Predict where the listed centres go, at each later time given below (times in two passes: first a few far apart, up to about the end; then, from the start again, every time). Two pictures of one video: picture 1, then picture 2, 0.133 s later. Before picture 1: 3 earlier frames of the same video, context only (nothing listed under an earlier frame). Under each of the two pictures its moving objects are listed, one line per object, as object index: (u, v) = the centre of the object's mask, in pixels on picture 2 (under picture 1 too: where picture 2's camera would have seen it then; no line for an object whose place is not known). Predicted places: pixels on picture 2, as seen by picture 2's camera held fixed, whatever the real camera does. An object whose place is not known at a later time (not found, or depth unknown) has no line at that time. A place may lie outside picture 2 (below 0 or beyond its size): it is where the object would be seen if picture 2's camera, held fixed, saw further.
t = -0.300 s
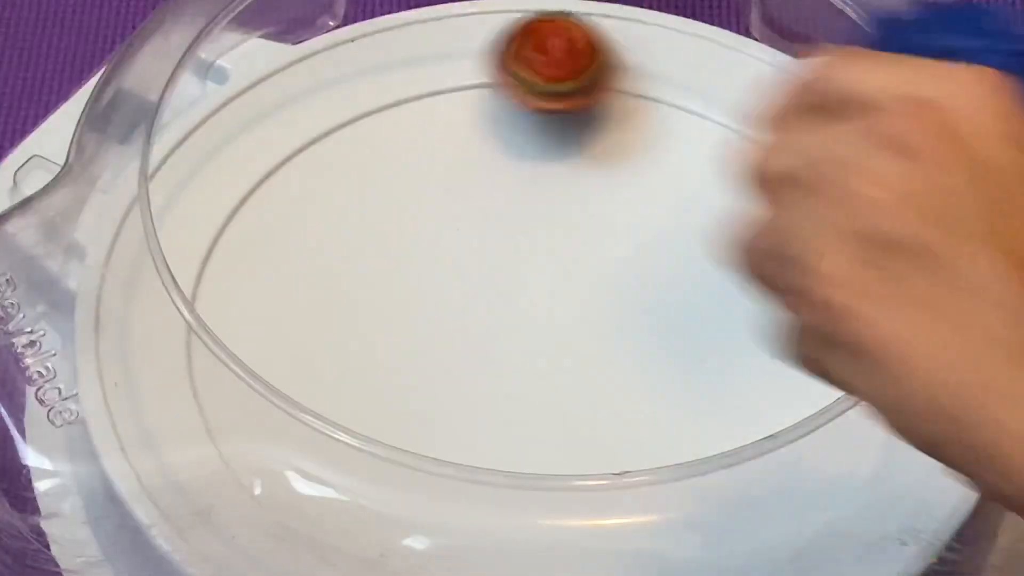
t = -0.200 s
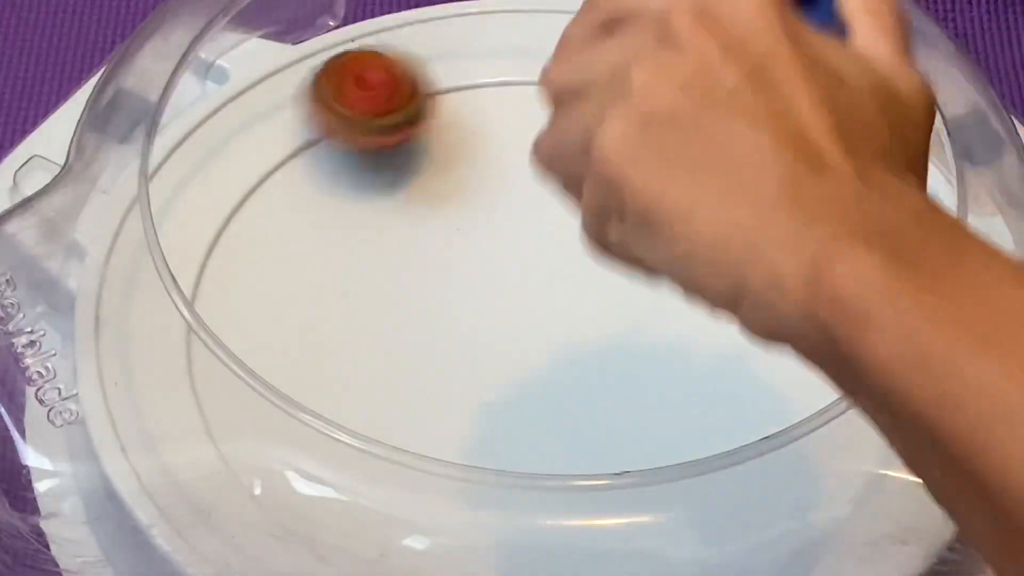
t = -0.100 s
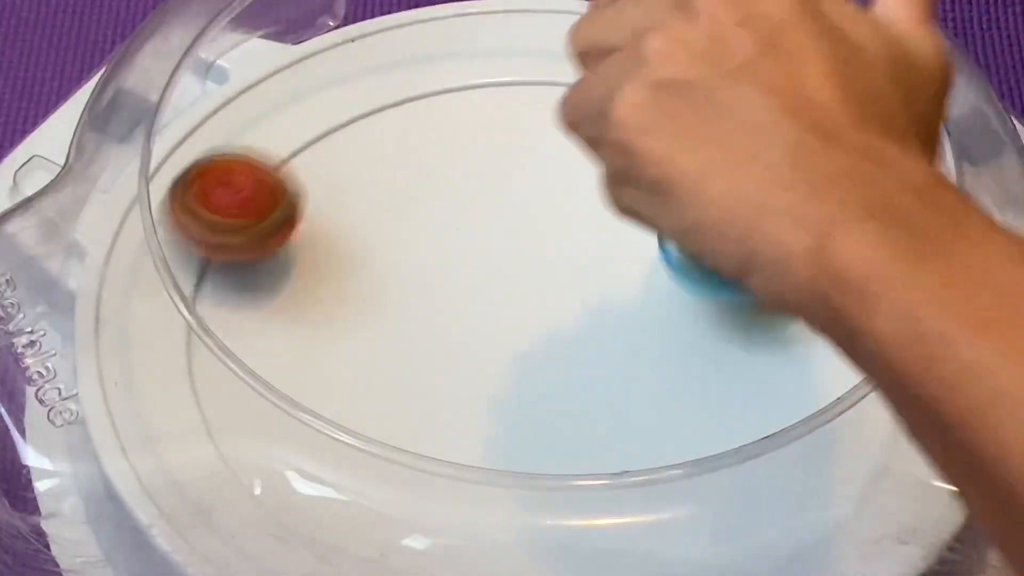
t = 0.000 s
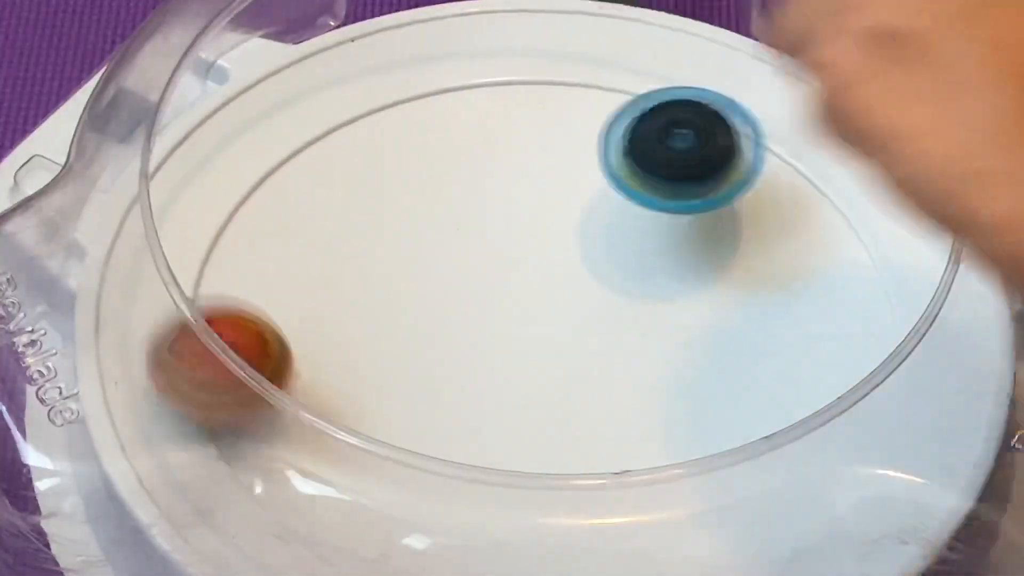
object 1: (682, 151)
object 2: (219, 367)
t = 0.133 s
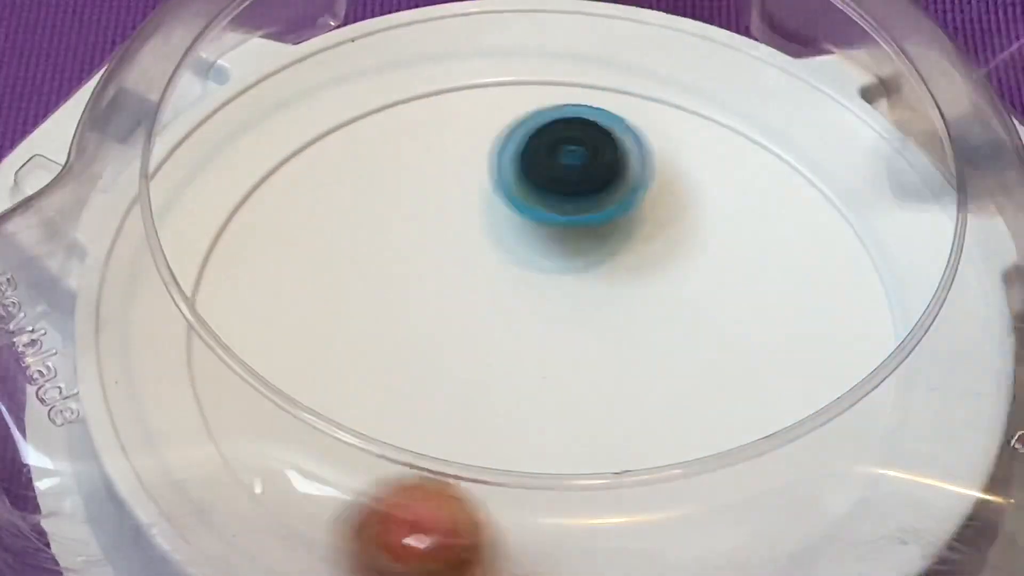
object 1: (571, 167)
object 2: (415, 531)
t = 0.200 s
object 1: (514, 184)
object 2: (567, 541)
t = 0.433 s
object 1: (420, 341)
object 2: (871, 299)
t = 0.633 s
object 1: (548, 451)
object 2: (676, 98)
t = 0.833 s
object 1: (713, 406)
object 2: (345, 152)
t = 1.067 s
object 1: (718, 278)
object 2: (336, 455)
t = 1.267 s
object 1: (560, 236)
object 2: (694, 502)
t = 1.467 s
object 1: (419, 302)
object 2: (800, 281)
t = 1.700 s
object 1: (434, 413)
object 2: (576, 151)
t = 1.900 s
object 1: (559, 456)
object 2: (389, 216)
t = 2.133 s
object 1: (650, 367)
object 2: (390, 396)
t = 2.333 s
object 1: (592, 270)
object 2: (603, 465)
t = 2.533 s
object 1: (471, 236)
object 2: (750, 339)
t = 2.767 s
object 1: (377, 285)
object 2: (614, 173)
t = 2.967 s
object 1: (408, 355)
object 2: (406, 197)
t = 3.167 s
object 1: (514, 387)
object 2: (348, 363)
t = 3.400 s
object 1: (636, 331)
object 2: (603, 470)
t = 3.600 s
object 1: (646, 253)
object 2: (761, 337)
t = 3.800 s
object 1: (538, 195)
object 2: (731, 206)
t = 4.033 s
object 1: (400, 253)
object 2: (525, 182)
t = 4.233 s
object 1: (373, 378)
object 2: (494, 307)
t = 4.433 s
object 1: (475, 466)
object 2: (653, 384)
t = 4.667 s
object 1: (599, 424)
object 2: (718, 269)
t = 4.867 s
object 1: (608, 382)
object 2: (530, 253)
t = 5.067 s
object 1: (645, 419)
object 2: (355, 216)
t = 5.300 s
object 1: (659, 381)
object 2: (386, 386)
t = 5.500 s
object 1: (647, 320)
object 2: (520, 415)
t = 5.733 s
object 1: (581, 229)
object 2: (572, 369)
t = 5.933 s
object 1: (487, 198)
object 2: (565, 324)
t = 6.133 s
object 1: (418, 217)
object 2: (534, 303)
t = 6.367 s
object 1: (365, 257)
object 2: (545, 327)
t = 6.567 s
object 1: (379, 311)
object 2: (570, 333)
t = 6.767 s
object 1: (410, 348)
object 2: (612, 310)
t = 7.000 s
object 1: (491, 372)
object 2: (637, 281)
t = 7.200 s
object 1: (547, 369)
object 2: (623, 260)
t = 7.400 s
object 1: (559, 374)
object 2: (594, 251)
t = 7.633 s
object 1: (569, 401)
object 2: (557, 261)
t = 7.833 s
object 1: (575, 409)
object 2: (534, 294)
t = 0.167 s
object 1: (542, 172)
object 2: (491, 541)
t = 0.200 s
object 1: (514, 184)
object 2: (567, 541)
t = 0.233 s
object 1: (487, 200)
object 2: (643, 535)
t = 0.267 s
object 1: (464, 218)
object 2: (713, 525)
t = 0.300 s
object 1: (445, 239)
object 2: (777, 504)
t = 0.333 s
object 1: (430, 264)
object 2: (822, 456)
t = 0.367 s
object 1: (421, 288)
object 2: (857, 408)
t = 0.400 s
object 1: (417, 314)
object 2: (876, 355)
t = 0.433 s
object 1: (420, 341)
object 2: (871, 299)
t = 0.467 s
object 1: (430, 367)
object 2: (872, 256)
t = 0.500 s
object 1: (445, 390)
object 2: (850, 212)
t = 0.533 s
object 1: (467, 406)
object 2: (817, 171)
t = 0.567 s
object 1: (492, 419)
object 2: (777, 141)
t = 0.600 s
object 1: (518, 428)
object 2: (731, 115)
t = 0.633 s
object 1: (548, 451)
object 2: (676, 98)
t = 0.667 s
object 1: (578, 453)
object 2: (617, 88)
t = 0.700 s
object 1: (611, 454)
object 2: (560, 86)
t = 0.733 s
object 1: (644, 450)
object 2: (501, 91)
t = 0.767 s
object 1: (673, 442)
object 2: (442, 102)
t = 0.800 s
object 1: (699, 429)
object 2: (392, 123)
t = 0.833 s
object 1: (713, 406)
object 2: (345, 152)
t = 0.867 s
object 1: (733, 391)
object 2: (305, 188)
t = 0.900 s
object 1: (747, 376)
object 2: (277, 229)
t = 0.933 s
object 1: (755, 357)
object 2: (263, 272)
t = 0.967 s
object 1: (754, 337)
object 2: (268, 315)
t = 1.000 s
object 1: (747, 315)
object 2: (276, 362)
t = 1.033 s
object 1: (735, 295)
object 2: (299, 403)
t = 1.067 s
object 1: (718, 278)
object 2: (336, 455)
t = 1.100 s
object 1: (696, 263)
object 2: (384, 500)
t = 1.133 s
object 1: (673, 252)
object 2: (442, 520)
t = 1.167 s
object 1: (646, 243)
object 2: (506, 529)
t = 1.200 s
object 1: (619, 238)
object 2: (574, 522)
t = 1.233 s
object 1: (588, 235)
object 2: (637, 517)
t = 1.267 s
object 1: (560, 236)
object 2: (694, 502)
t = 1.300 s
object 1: (530, 240)
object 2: (742, 470)
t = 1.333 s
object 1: (503, 247)
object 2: (777, 432)
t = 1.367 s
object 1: (477, 258)
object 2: (798, 394)
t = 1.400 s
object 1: (455, 271)
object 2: (808, 353)
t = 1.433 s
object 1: (434, 285)
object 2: (811, 318)
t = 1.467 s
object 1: (419, 302)
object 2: (800, 281)
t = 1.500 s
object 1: (407, 319)
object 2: (782, 250)
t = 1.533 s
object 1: (400, 338)
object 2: (757, 223)
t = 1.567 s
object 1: (397, 356)
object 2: (725, 198)
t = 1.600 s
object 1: (398, 376)
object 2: (690, 179)
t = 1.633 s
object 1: (407, 391)
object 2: (654, 165)
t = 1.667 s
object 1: (420, 403)
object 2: (617, 156)
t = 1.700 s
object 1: (434, 413)
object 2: (576, 151)
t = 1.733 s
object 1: (446, 440)
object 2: (538, 151)
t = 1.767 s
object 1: (465, 450)
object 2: (502, 157)
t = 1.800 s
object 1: (488, 456)
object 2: (470, 166)
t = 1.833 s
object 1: (511, 460)
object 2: (440, 180)
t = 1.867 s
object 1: (535, 458)
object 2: (413, 197)
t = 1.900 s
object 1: (559, 456)
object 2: (389, 216)
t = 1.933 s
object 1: (582, 449)
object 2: (370, 239)
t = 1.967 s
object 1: (598, 429)
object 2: (357, 265)
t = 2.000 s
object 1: (615, 422)
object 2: (349, 292)
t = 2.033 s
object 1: (630, 413)
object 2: (348, 320)
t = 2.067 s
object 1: (640, 402)
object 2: (354, 349)
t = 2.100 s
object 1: (647, 384)
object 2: (367, 375)
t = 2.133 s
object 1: (650, 367)
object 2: (390, 396)
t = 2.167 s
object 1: (649, 350)
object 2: (420, 413)
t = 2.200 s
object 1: (644, 333)
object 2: (448, 441)
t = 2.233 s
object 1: (635, 315)
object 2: (484, 456)
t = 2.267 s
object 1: (624, 299)
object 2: (523, 464)
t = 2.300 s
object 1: (609, 284)
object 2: (563, 469)
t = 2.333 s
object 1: (592, 270)
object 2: (603, 465)
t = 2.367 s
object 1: (574, 259)
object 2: (641, 452)
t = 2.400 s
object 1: (555, 250)
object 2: (671, 425)
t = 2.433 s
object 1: (534, 243)
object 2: (701, 411)
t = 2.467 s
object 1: (512, 238)
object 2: (727, 392)
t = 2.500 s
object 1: (491, 236)
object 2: (742, 367)
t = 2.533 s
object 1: (471, 236)
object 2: (750, 339)
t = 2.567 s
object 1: (451, 238)
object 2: (750, 311)
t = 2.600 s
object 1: (434, 242)
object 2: (742, 281)
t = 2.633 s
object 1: (419, 248)
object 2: (727, 253)
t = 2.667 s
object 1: (405, 255)
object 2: (706, 227)
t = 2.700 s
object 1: (393, 264)
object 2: (680, 206)
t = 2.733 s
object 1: (383, 274)
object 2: (648, 187)
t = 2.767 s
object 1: (377, 285)
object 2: (614, 173)
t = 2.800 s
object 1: (375, 297)
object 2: (576, 164)
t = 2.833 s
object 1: (375, 309)
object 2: (540, 160)
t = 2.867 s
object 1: (379, 322)
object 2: (502, 161)
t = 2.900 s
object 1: (385, 334)
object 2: (467, 168)
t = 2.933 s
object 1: (395, 345)
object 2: (435, 180)
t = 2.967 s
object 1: (408, 355)
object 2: (406, 197)
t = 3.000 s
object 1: (422, 364)
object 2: (380, 217)
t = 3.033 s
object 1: (437, 372)
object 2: (360, 241)
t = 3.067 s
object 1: (453, 377)
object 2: (346, 269)
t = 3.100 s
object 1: (470, 381)
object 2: (339, 300)
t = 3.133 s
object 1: (489, 384)
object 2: (341, 332)
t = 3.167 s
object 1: (514, 387)
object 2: (348, 363)
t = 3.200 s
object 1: (537, 385)
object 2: (370, 387)
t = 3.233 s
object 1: (558, 381)
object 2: (400, 409)
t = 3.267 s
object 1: (578, 374)
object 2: (430, 441)
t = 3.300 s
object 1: (596, 365)
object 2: (469, 459)
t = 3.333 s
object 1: (612, 355)
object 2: (513, 470)
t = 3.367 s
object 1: (625, 343)
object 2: (558, 472)
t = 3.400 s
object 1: (636, 331)
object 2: (603, 470)
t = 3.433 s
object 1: (644, 317)
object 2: (644, 458)
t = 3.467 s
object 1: (650, 303)
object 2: (681, 439)
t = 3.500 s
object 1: (653, 290)
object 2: (708, 411)
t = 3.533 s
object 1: (653, 277)
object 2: (735, 391)
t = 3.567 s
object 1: (651, 265)
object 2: (753, 366)
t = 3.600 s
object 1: (646, 253)
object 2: (761, 337)
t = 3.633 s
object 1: (639, 243)
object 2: (760, 305)
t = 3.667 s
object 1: (625, 231)
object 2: (759, 280)
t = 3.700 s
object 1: (611, 220)
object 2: (753, 253)
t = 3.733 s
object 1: (582, 206)
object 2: (754, 235)
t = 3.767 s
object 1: (558, 197)
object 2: (745, 219)
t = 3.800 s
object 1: (538, 195)
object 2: (731, 206)
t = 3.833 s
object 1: (518, 195)
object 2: (709, 195)
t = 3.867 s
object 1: (500, 198)
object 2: (682, 186)
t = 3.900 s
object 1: (481, 203)
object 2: (648, 179)
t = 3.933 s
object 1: (466, 210)
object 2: (610, 173)
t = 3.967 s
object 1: (440, 221)
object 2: (578, 170)
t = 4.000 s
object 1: (416, 237)
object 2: (552, 172)
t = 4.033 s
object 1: (400, 253)
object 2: (525, 182)
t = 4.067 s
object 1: (389, 273)
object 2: (500, 199)
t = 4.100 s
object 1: (374, 295)
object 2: (487, 217)
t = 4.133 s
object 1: (368, 316)
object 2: (479, 240)
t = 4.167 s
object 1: (367, 337)
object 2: (478, 264)
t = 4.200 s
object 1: (365, 361)
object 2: (483, 287)
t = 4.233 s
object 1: (373, 378)
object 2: (494, 307)
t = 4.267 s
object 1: (386, 392)
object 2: (510, 330)
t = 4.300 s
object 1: (395, 416)
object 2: (531, 349)
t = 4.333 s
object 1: (411, 435)
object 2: (559, 365)
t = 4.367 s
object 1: (430, 450)
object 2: (589, 377)
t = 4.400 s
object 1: (452, 461)
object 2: (621, 384)
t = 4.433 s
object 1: (475, 466)
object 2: (653, 384)
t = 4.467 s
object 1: (499, 471)
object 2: (683, 377)
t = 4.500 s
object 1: (520, 471)
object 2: (709, 366)
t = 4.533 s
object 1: (542, 471)
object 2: (728, 349)
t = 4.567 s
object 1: (563, 458)
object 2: (740, 331)
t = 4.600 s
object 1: (580, 454)
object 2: (742, 309)
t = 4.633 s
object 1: (593, 444)
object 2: (734, 287)
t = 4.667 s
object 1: (599, 424)
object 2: (718, 269)
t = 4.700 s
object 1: (606, 418)
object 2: (694, 255)
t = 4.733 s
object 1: (610, 410)
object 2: (665, 246)
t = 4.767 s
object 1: (612, 401)
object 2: (634, 243)
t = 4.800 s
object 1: (610, 387)
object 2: (600, 245)
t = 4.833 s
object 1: (607, 374)
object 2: (565, 254)
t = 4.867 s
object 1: (608, 382)
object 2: (530, 253)
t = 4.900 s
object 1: (614, 407)
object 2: (489, 229)
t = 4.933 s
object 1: (617, 418)
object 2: (454, 210)
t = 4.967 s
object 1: (621, 422)
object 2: (422, 200)
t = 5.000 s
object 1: (628, 423)
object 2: (396, 197)
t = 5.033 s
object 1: (637, 422)
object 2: (373, 203)
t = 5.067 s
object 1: (645, 419)
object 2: (355, 216)
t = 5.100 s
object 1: (653, 416)
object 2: (342, 235)
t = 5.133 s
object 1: (658, 412)
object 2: (334, 257)
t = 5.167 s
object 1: (662, 407)
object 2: (331, 284)
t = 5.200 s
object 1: (664, 403)
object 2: (333, 312)
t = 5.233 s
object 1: (665, 397)
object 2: (341, 338)
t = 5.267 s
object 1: (663, 389)
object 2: (359, 366)
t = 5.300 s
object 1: (659, 381)
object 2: (386, 386)
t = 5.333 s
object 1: (654, 374)
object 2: (416, 401)
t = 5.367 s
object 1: (648, 366)
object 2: (446, 410)
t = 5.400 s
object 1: (641, 359)
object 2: (477, 415)
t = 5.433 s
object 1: (634, 351)
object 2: (507, 416)
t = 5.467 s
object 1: (643, 336)
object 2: (513, 417)
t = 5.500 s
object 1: (647, 320)
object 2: (520, 415)
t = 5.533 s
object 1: (642, 307)
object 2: (531, 412)
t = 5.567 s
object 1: (633, 296)
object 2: (547, 402)
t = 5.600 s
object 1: (624, 286)
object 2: (561, 390)
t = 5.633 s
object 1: (618, 268)
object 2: (565, 385)
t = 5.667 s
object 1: (609, 251)
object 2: (568, 381)
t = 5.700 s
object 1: (595, 240)
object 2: (570, 375)
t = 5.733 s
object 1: (581, 229)
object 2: (572, 369)
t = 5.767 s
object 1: (566, 219)
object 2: (574, 362)
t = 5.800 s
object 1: (550, 211)
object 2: (574, 354)
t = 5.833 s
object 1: (535, 206)
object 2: (573, 346)
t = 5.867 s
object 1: (519, 201)
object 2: (571, 338)
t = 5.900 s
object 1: (503, 199)
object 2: (569, 331)
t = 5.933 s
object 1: (487, 198)
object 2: (565, 324)
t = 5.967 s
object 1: (474, 199)
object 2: (560, 318)
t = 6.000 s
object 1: (460, 200)
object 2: (554, 313)
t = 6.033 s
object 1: (448, 204)
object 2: (549, 309)
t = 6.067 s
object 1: (438, 209)
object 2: (543, 305)
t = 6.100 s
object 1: (429, 214)
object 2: (536, 302)
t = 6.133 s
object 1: (418, 217)
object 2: (534, 303)
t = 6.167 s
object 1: (410, 222)
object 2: (532, 304)
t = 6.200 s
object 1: (401, 228)
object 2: (530, 306)
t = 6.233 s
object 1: (394, 235)
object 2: (527, 309)
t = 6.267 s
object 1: (389, 243)
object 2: (525, 311)
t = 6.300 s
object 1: (385, 250)
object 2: (524, 313)
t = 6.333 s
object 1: (372, 251)
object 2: (534, 321)
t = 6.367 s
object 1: (365, 257)
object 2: (545, 327)
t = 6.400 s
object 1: (361, 264)
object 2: (553, 332)
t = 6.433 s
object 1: (360, 274)
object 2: (559, 334)
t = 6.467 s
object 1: (362, 283)
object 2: (564, 336)
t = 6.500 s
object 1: (365, 292)
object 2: (567, 336)
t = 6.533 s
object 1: (371, 302)
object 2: (568, 335)
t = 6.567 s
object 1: (379, 311)
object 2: (570, 333)
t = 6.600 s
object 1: (387, 319)
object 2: (570, 330)
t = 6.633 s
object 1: (397, 326)
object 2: (570, 328)
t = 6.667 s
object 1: (409, 333)
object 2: (570, 324)
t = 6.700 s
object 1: (417, 338)
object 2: (575, 321)
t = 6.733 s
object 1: (408, 343)
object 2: (597, 316)
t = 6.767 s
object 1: (410, 348)
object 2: (612, 310)
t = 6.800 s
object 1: (417, 354)
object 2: (625, 305)
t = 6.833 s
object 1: (428, 359)
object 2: (633, 299)
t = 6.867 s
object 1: (439, 363)
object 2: (638, 296)
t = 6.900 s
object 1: (452, 367)
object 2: (641, 291)
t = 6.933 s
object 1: (464, 369)
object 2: (641, 287)
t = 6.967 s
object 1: (477, 371)
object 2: (640, 284)
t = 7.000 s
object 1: (491, 372)
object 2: (637, 281)
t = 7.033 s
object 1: (504, 371)
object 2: (633, 279)
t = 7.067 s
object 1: (518, 369)
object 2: (629, 278)
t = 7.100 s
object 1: (528, 367)
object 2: (624, 276)
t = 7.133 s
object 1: (532, 369)
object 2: (626, 269)
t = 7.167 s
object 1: (539, 369)
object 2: (625, 263)
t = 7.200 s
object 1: (547, 369)
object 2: (623, 260)
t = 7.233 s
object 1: (554, 367)
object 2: (619, 258)
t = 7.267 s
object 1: (558, 368)
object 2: (615, 254)
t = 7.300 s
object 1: (556, 373)
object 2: (613, 249)
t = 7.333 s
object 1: (556, 375)
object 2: (607, 247)
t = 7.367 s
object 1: (558, 374)
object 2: (601, 248)
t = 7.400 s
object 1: (559, 374)
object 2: (594, 251)
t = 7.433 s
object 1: (562, 372)
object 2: (585, 255)
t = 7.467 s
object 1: (561, 378)
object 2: (580, 254)
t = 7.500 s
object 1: (561, 386)
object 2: (575, 250)
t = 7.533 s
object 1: (562, 391)
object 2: (571, 249)
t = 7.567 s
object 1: (564, 395)
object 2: (566, 251)
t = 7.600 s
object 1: (567, 398)
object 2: (562, 256)
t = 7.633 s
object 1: (569, 401)
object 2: (557, 261)
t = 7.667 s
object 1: (571, 402)
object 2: (551, 269)
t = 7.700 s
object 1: (572, 402)
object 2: (548, 276)
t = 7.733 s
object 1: (573, 403)
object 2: (543, 285)
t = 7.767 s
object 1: (574, 404)
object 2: (540, 289)
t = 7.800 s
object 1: (574, 407)
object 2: (536, 292)
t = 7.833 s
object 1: (575, 409)
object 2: (534, 294)
